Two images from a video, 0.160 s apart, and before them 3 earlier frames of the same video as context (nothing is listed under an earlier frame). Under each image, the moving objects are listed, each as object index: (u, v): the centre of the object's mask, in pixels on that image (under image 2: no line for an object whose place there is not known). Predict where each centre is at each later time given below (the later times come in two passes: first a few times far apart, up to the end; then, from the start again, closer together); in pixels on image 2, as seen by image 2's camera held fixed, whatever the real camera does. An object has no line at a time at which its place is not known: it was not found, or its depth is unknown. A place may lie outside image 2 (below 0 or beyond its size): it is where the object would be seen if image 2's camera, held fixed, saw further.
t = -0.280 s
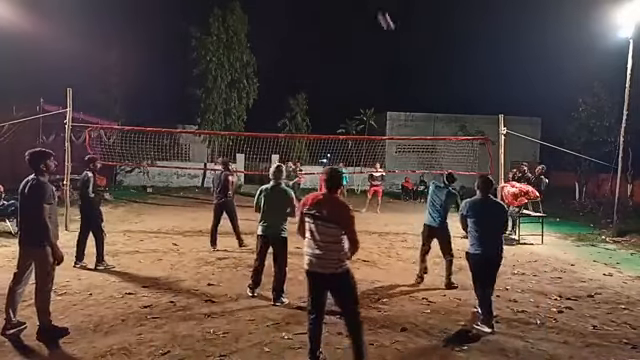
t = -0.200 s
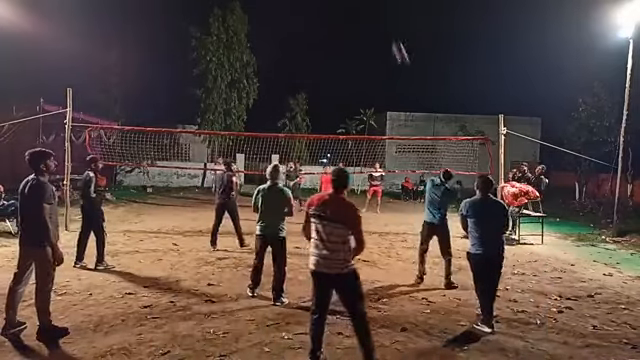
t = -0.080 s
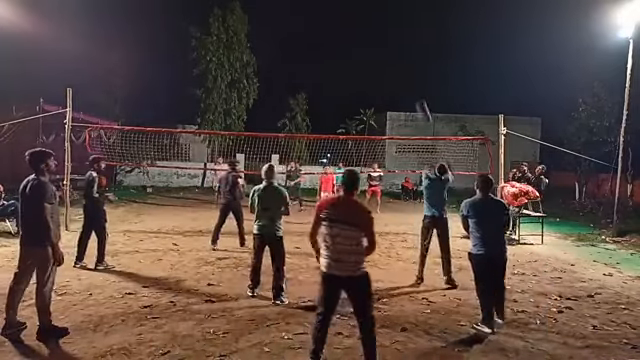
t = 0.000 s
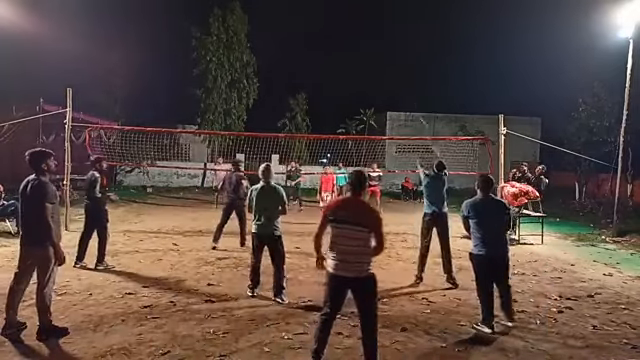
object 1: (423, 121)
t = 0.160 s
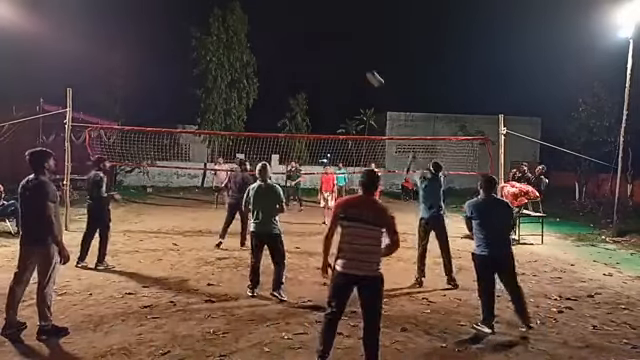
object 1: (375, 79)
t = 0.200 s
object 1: (365, 71)
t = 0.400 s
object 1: (325, 50)
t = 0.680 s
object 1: (285, 55)
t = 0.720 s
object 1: (280, 57)
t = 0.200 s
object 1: (365, 71)
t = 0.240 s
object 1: (356, 65)
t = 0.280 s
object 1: (347, 59)
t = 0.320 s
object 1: (339, 55)
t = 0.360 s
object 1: (332, 52)
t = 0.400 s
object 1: (325, 50)
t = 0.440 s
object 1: (319, 49)
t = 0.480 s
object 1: (312, 48)
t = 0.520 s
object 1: (306, 48)
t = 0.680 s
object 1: (285, 55)
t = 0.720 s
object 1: (280, 57)
